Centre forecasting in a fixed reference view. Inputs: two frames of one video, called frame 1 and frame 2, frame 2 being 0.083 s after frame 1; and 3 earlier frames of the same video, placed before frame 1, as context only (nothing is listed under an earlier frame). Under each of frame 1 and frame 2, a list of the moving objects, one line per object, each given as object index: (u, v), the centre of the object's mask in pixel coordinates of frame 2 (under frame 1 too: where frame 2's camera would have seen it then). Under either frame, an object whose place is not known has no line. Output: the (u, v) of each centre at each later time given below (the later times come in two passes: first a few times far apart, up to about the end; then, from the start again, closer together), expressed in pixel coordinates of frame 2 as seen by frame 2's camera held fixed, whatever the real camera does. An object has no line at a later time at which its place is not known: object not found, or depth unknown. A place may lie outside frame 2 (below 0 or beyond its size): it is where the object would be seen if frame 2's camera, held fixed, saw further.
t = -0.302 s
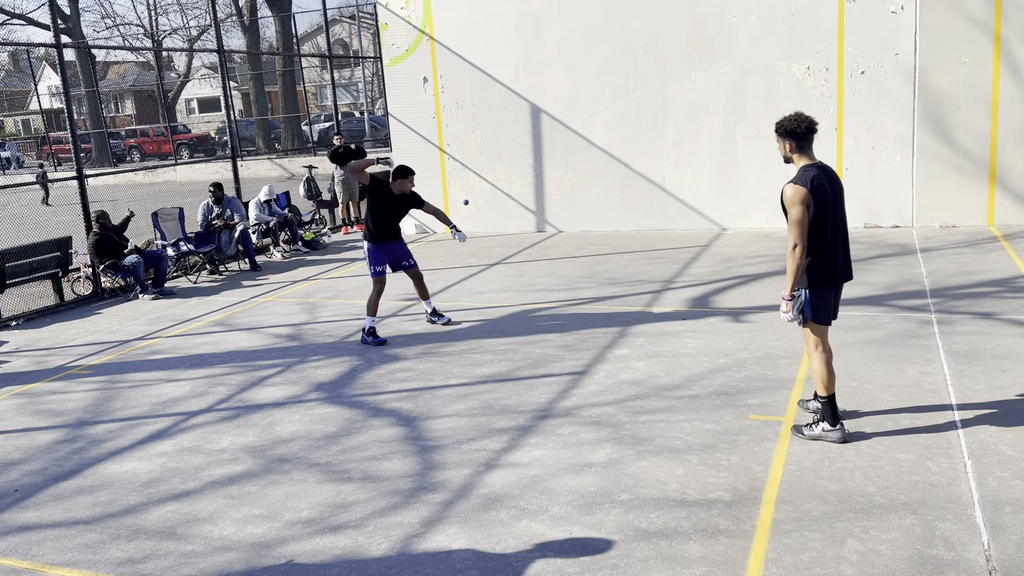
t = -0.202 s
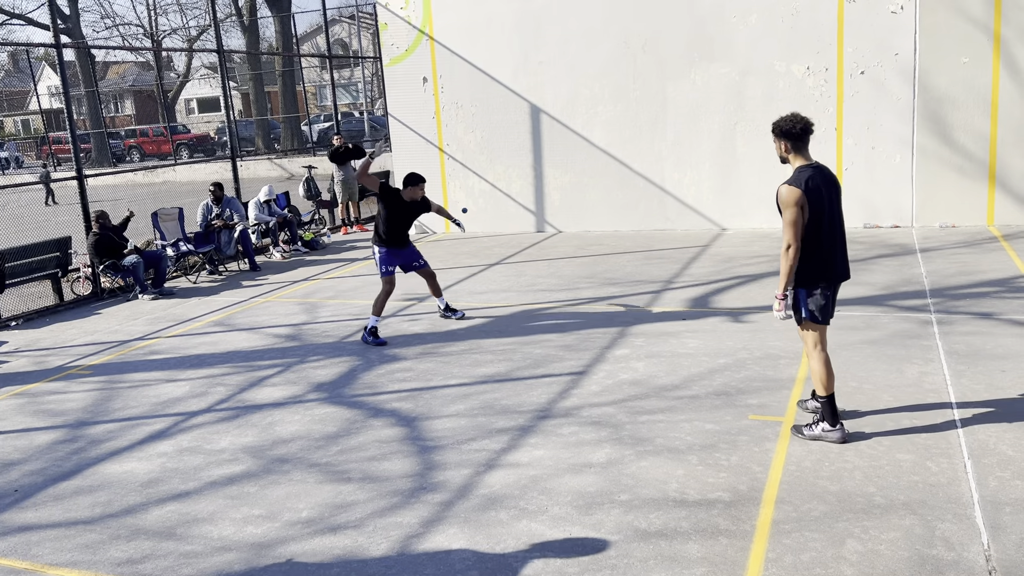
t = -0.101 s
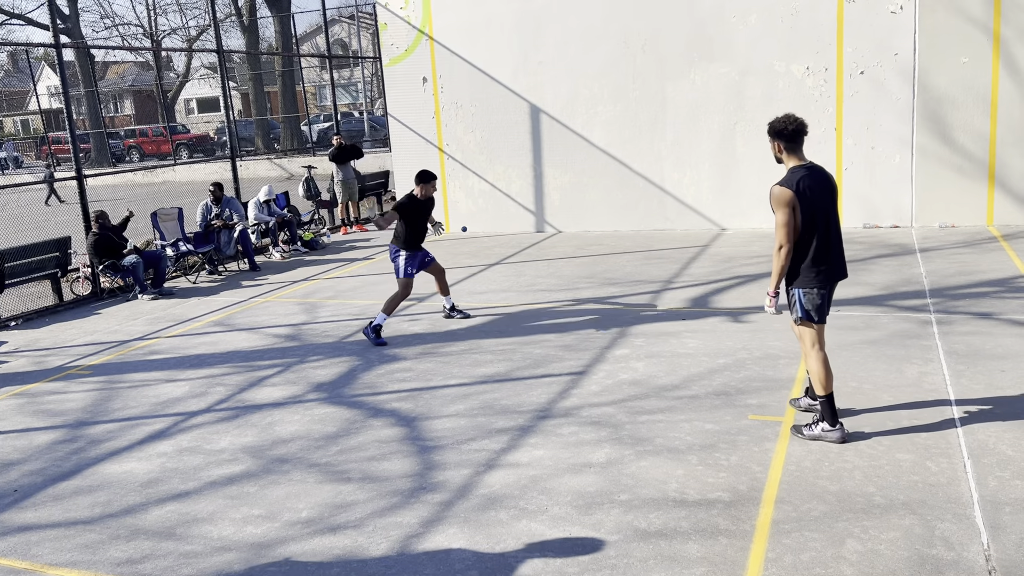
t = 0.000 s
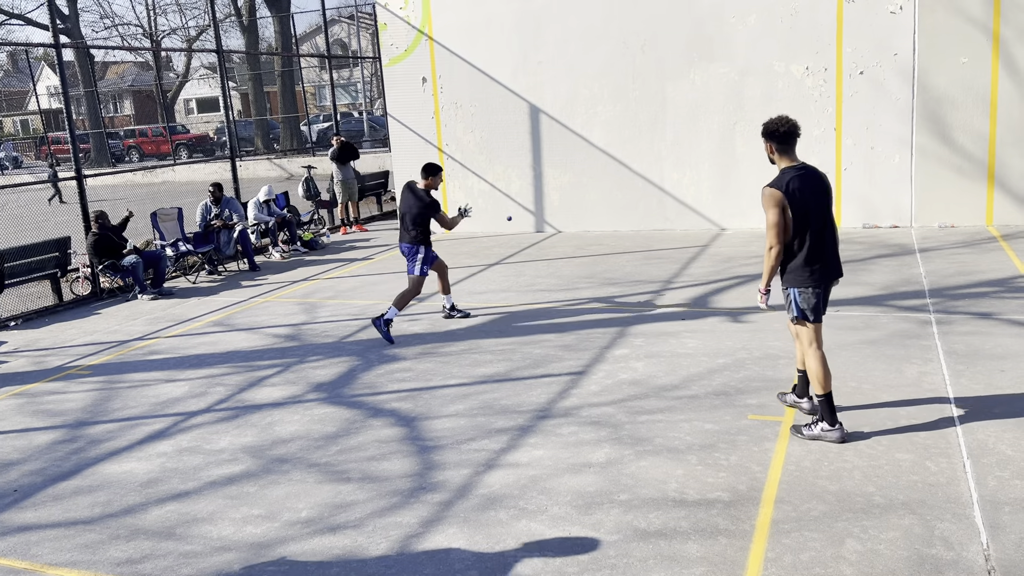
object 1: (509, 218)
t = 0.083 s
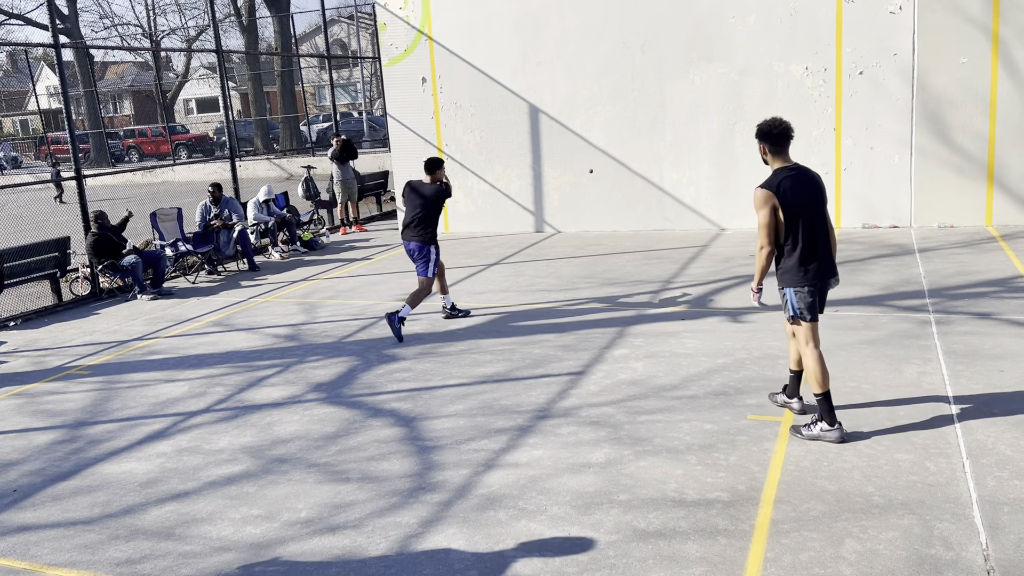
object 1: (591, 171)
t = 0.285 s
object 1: (675, 133)
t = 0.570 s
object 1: (665, 184)
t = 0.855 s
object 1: (661, 403)
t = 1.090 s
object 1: (641, 368)
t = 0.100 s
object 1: (604, 164)
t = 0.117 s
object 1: (617, 158)
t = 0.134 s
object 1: (628, 152)
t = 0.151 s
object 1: (639, 147)
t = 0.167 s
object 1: (650, 143)
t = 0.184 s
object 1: (659, 139)
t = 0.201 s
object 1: (669, 135)
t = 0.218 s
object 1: (679, 133)
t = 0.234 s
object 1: (677, 132)
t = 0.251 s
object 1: (676, 132)
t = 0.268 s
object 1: (675, 132)
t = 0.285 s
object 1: (675, 133)
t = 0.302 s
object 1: (674, 133)
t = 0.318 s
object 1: (674, 134)
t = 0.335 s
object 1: (673, 135)
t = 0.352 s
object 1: (673, 136)
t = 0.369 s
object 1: (672, 138)
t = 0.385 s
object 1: (671, 140)
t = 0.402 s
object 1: (671, 142)
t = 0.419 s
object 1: (670, 145)
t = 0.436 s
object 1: (669, 147)
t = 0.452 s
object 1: (669, 151)
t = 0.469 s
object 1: (668, 154)
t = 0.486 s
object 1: (668, 158)
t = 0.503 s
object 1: (667, 163)
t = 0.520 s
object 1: (667, 167)
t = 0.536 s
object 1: (666, 172)
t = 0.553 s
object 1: (666, 178)
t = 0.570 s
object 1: (665, 184)
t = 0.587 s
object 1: (665, 191)
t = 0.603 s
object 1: (665, 198)
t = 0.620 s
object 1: (664, 206)
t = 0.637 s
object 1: (664, 214)
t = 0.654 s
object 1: (663, 223)
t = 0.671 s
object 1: (663, 233)
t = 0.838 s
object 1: (661, 381)
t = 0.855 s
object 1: (661, 403)
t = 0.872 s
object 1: (661, 416)
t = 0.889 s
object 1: (658, 410)
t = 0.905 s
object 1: (658, 405)
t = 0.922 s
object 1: (657, 400)
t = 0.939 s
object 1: (655, 396)
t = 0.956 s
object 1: (653, 391)
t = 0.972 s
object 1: (652, 387)
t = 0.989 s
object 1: (651, 383)
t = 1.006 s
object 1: (649, 380)
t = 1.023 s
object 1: (648, 377)
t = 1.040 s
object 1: (646, 374)
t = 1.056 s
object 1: (645, 371)
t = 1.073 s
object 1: (643, 370)
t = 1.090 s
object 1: (641, 368)
